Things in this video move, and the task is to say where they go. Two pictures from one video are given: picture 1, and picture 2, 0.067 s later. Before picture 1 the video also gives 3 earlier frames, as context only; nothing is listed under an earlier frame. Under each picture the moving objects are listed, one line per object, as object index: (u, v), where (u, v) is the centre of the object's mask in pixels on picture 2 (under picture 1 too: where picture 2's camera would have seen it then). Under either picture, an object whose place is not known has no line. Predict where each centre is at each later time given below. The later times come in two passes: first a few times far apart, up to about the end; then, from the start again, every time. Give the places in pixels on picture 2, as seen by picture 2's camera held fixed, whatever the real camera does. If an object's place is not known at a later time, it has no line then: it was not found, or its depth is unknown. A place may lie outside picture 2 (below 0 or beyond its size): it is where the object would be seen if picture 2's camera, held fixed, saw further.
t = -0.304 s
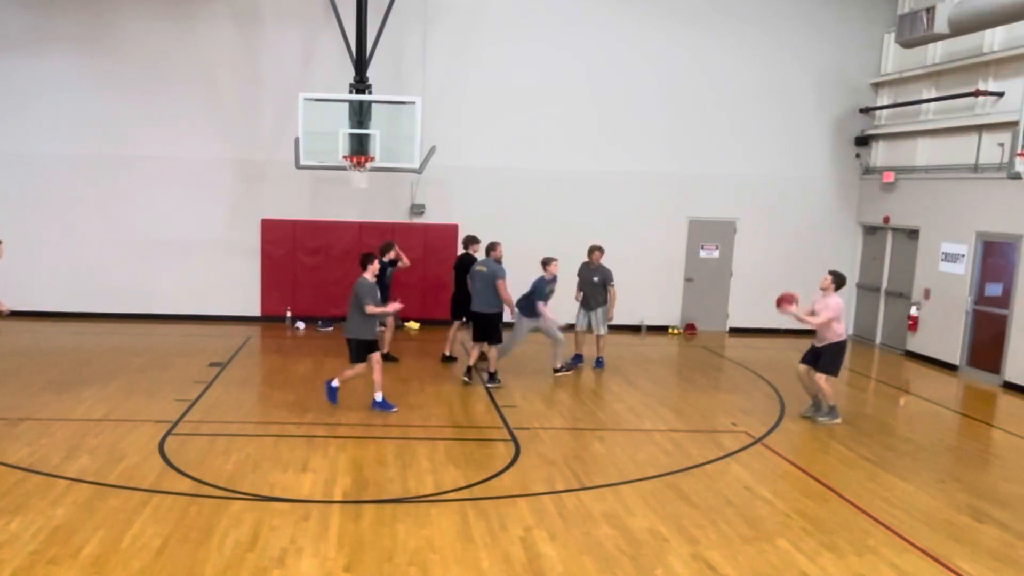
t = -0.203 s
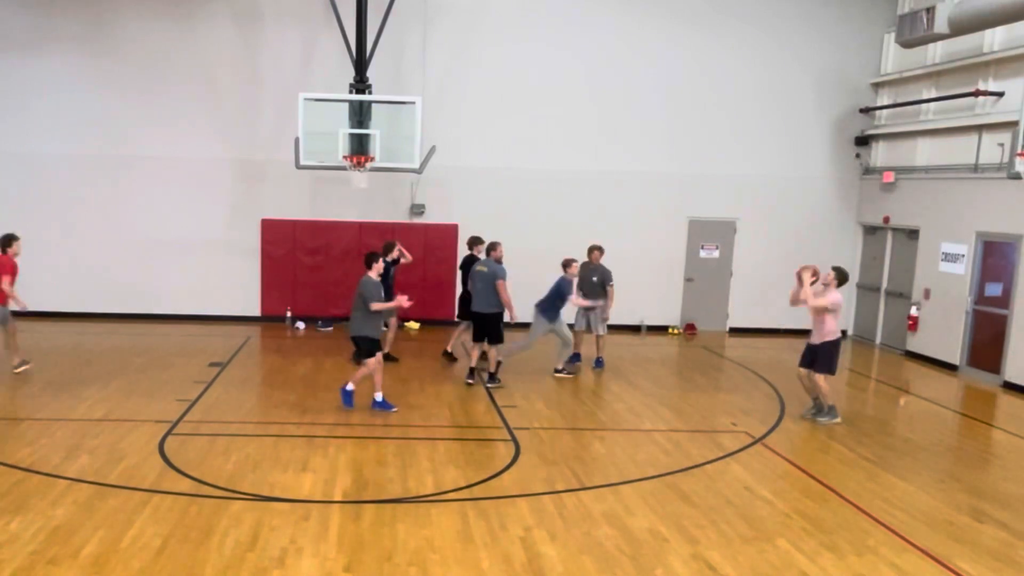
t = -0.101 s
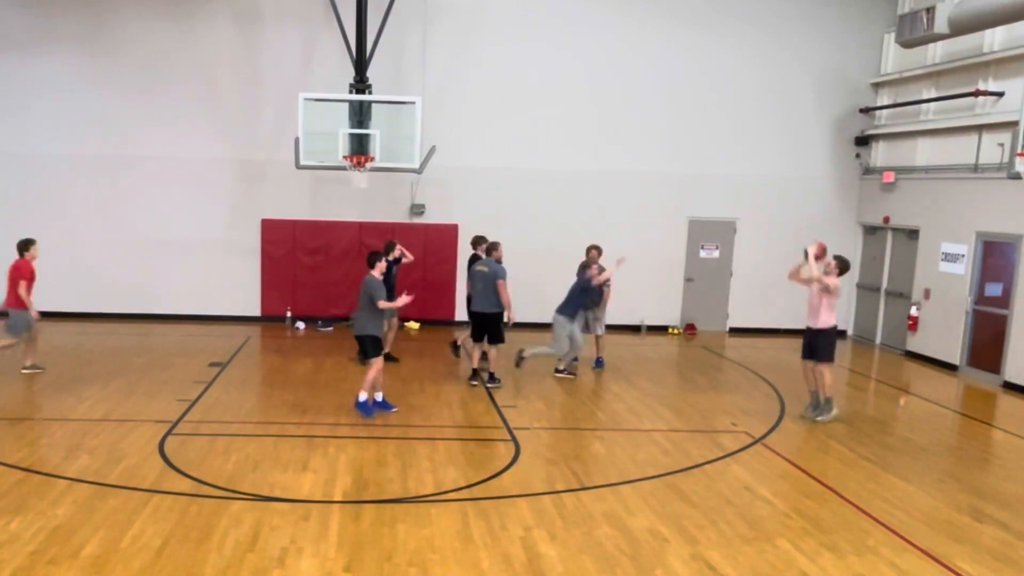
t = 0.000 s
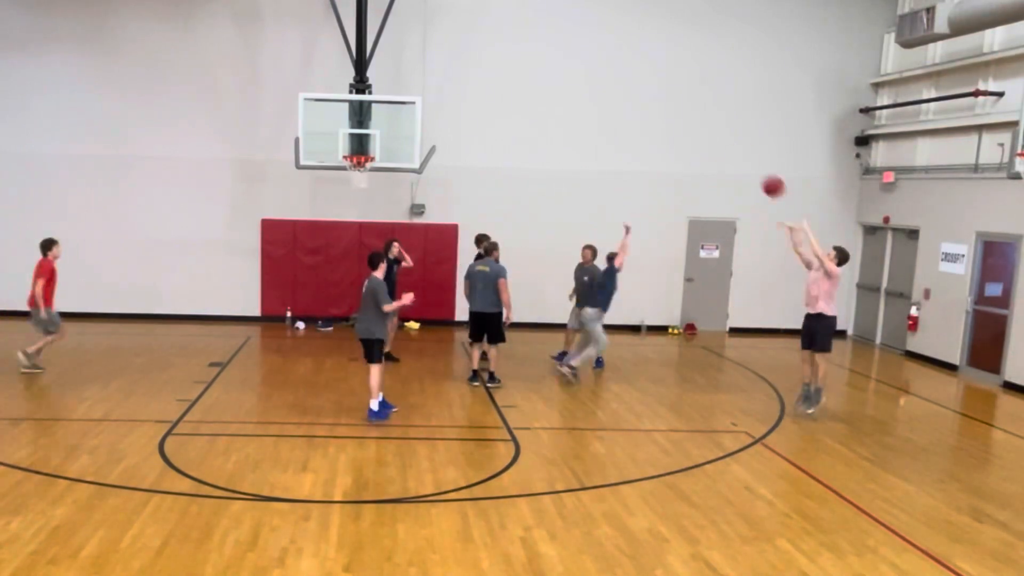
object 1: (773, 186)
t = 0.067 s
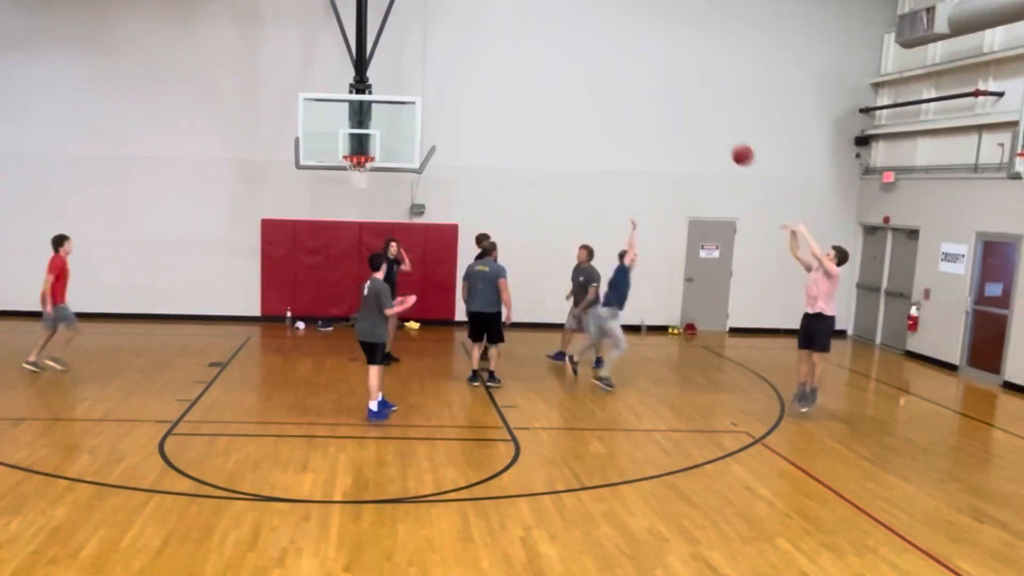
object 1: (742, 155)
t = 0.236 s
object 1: (669, 96)
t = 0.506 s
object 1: (560, 56)
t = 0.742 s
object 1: (474, 67)
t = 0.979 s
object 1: (398, 114)
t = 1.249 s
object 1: (360, 170)
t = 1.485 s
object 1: (371, 201)
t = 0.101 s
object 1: (727, 141)
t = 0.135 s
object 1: (712, 127)
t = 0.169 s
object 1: (698, 116)
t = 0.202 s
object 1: (683, 105)
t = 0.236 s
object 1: (669, 96)
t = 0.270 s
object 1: (654, 87)
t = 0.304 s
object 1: (640, 80)
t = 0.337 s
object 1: (626, 74)
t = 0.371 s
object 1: (613, 68)
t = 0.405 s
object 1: (599, 64)
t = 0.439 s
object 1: (586, 61)
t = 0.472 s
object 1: (573, 58)
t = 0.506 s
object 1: (560, 56)
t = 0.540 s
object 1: (547, 55)
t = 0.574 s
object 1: (534, 55)
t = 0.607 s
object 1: (522, 56)
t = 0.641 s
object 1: (510, 57)
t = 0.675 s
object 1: (497, 60)
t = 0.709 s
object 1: (486, 63)
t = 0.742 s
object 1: (474, 67)
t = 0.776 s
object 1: (462, 71)
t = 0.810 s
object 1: (451, 77)
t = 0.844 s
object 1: (440, 83)
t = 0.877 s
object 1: (429, 90)
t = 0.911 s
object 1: (419, 97)
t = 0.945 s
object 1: (408, 106)
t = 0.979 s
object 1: (398, 114)
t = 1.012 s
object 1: (387, 123)
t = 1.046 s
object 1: (378, 132)
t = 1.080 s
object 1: (368, 143)
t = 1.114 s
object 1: (358, 150)
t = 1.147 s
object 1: (356, 159)
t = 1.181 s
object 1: (356, 162)
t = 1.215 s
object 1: (358, 165)
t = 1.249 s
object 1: (360, 170)
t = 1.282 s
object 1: (363, 173)
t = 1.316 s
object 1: (367, 179)
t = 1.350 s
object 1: (368, 184)
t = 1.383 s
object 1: (369, 187)
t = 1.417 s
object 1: (370, 190)
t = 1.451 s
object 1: (370, 195)
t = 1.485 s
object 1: (371, 201)
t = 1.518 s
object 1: (372, 207)
